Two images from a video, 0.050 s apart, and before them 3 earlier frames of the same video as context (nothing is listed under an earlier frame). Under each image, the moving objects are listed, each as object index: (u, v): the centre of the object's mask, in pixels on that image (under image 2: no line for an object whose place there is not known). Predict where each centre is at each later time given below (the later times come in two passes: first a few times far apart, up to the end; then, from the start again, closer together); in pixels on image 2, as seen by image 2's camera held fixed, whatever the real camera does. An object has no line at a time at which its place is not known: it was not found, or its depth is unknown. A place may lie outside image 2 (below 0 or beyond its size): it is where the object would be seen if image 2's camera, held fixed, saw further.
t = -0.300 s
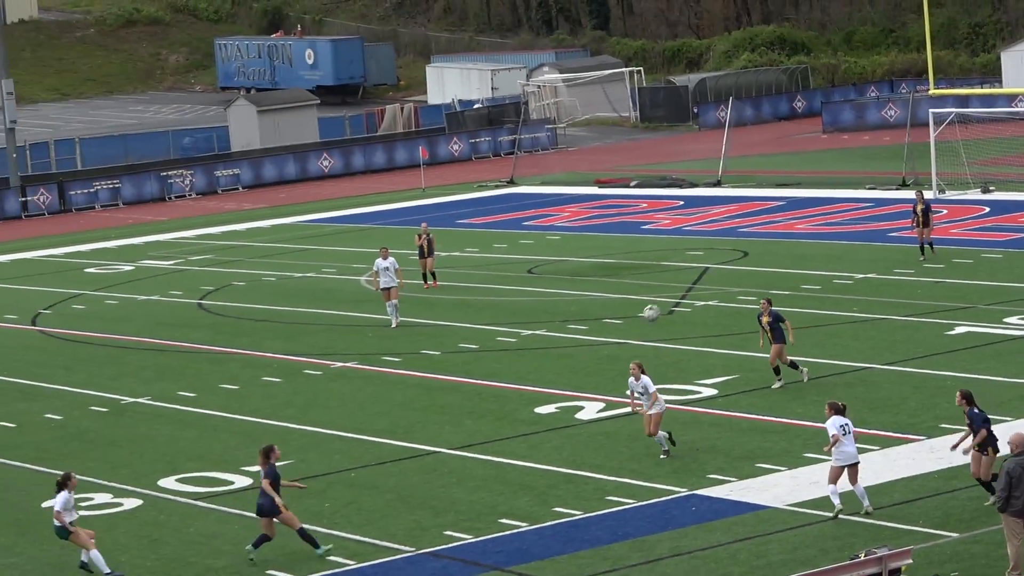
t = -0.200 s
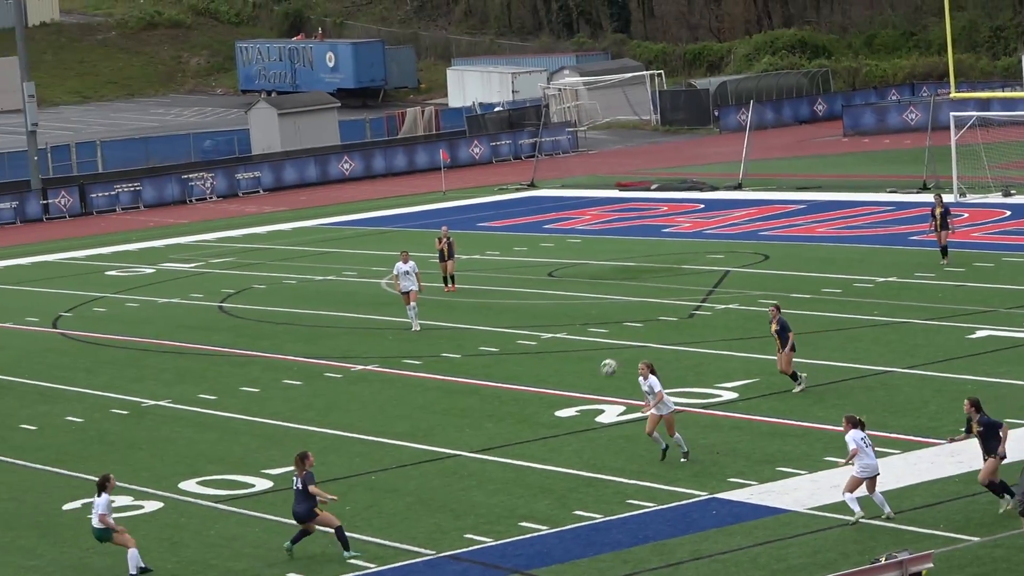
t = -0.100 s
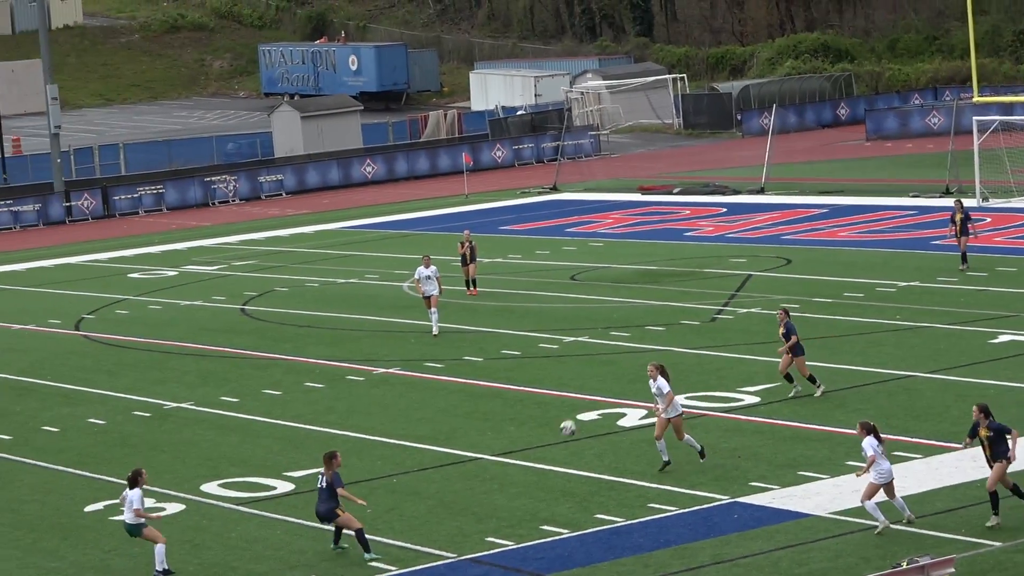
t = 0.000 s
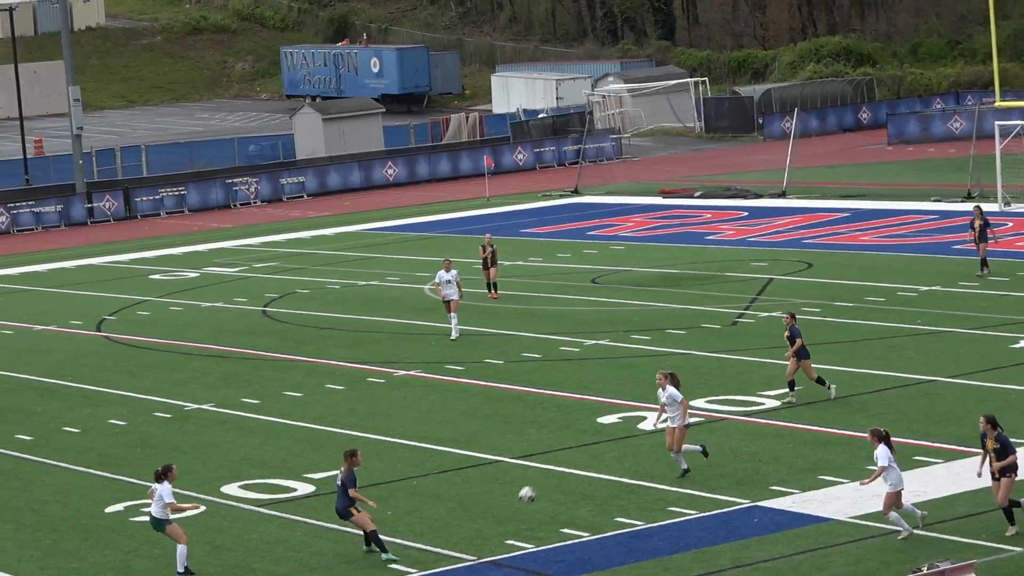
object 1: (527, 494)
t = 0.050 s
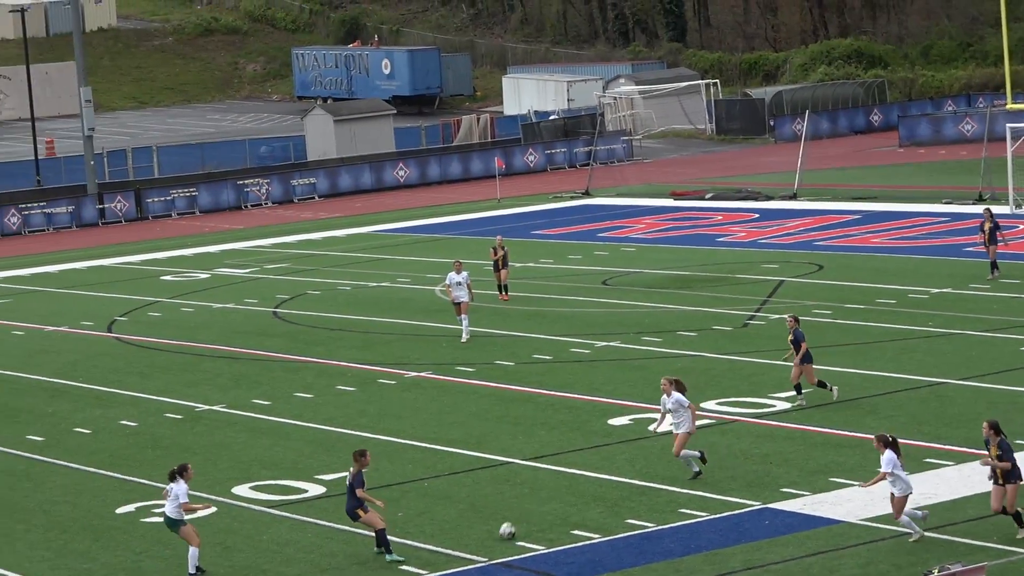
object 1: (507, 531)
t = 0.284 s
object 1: (428, 451)
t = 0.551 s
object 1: (341, 405)
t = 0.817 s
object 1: (259, 416)
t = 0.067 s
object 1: (501, 527)
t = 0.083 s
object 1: (495, 520)
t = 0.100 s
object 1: (490, 512)
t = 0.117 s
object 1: (484, 505)
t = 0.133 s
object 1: (478, 499)
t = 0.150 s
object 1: (473, 493)
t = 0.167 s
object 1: (467, 487)
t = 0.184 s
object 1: (462, 481)
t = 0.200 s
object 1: (456, 475)
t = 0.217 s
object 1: (451, 470)
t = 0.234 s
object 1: (444, 464)
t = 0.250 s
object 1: (439, 460)
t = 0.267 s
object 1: (434, 455)
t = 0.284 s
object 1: (428, 451)
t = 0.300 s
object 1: (423, 446)
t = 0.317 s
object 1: (417, 442)
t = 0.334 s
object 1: (412, 438)
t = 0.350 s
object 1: (406, 434)
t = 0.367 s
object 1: (400, 430)
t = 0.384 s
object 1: (395, 427)
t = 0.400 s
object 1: (390, 424)
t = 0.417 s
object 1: (384, 422)
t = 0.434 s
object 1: (379, 418)
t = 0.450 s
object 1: (374, 416)
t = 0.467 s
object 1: (368, 414)
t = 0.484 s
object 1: (362, 411)
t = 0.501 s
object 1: (357, 410)
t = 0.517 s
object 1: (352, 408)
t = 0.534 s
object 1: (346, 407)
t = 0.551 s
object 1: (341, 405)
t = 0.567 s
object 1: (336, 405)
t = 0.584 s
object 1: (330, 403)
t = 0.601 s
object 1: (325, 403)
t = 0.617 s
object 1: (320, 402)
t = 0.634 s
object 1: (315, 402)
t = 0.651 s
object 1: (310, 403)
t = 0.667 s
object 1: (305, 403)
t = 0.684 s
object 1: (300, 403)
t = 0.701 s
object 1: (294, 404)
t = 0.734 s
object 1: (284, 405)
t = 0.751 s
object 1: (279, 407)
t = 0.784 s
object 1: (270, 411)
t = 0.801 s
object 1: (264, 413)
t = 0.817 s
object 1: (259, 416)
